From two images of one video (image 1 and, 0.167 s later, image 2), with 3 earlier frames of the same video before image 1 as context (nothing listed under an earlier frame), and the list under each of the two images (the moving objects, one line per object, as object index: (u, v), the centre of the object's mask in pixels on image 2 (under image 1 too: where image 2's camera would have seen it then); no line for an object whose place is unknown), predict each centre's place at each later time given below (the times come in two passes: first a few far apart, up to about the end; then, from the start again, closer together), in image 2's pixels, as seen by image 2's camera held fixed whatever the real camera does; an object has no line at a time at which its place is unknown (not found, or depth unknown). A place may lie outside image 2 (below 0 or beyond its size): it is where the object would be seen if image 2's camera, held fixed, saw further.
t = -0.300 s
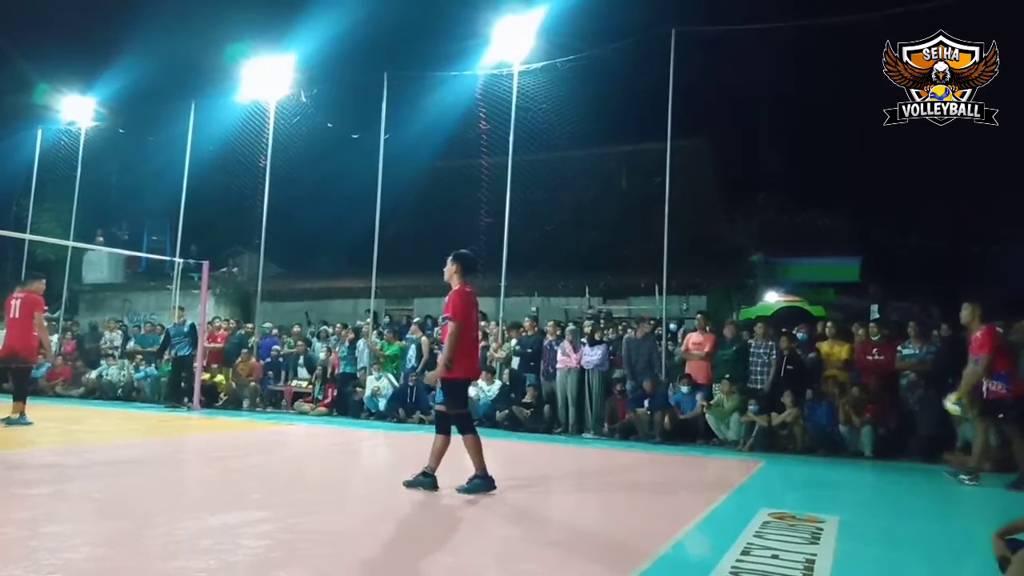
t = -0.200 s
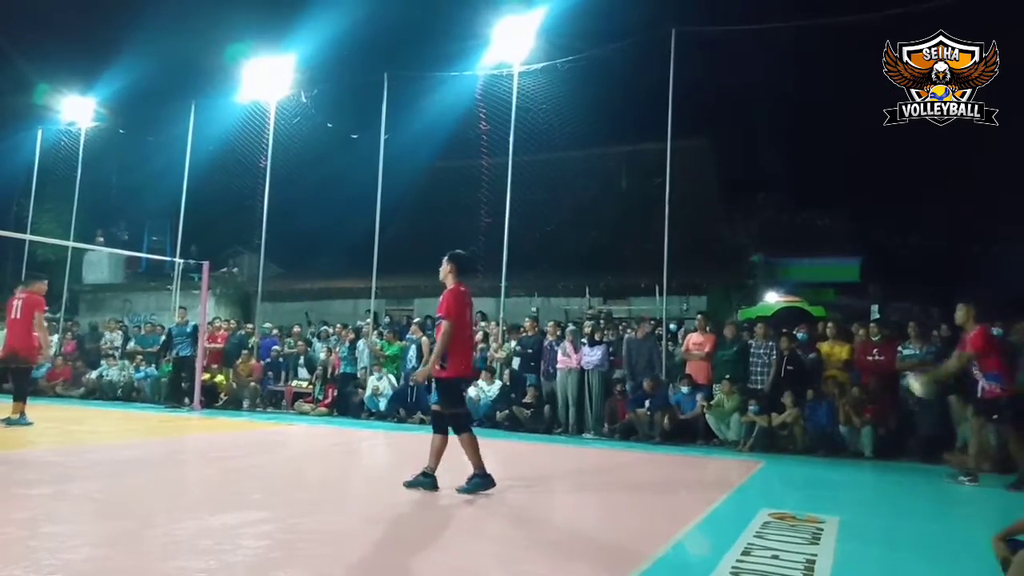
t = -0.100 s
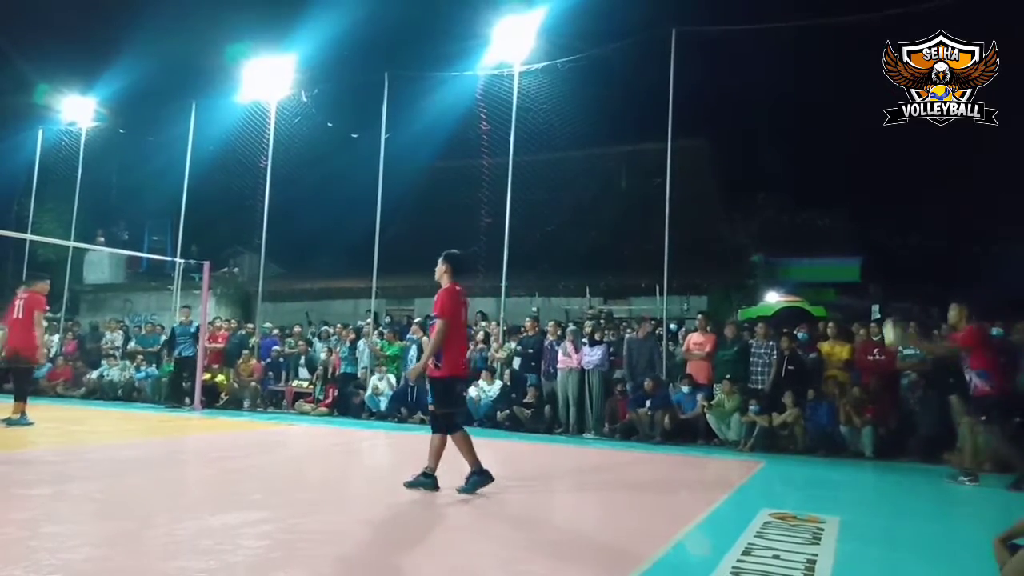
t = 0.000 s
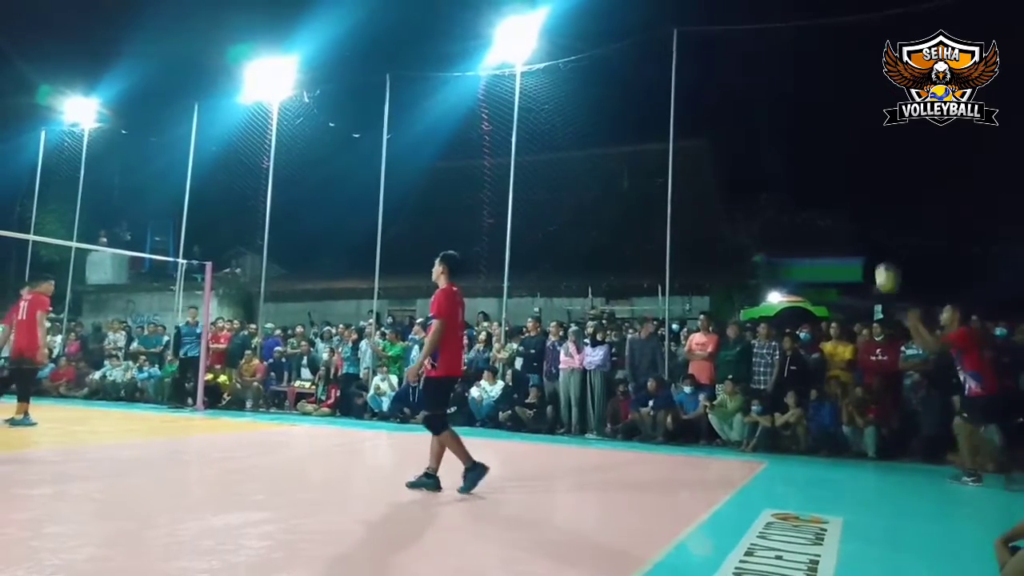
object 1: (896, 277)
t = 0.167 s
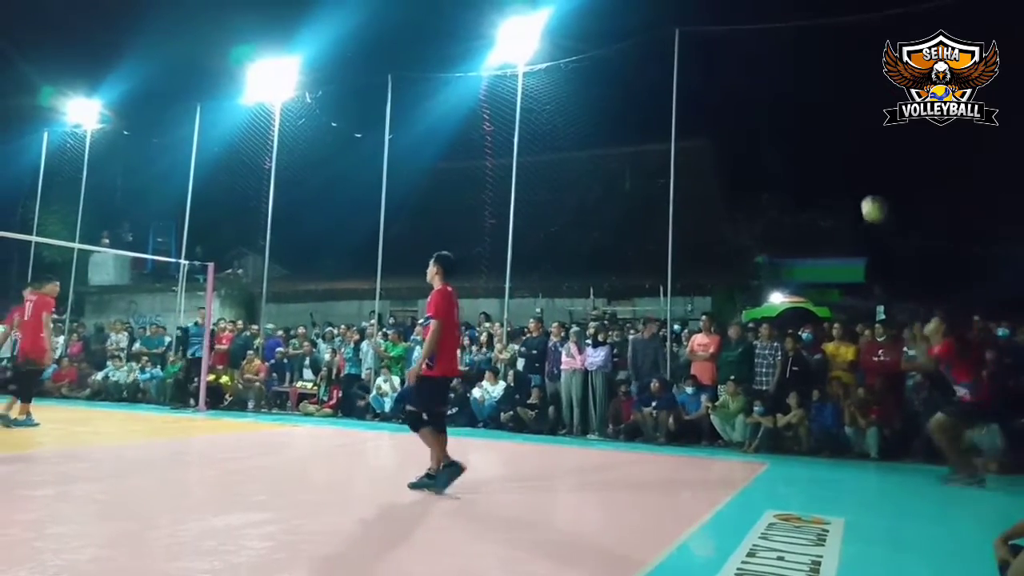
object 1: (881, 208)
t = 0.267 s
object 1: (873, 189)
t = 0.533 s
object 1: (843, 160)
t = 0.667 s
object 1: (831, 171)
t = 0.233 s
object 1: (877, 199)
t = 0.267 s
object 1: (873, 189)
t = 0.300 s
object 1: (870, 182)
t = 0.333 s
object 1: (867, 176)
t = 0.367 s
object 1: (863, 170)
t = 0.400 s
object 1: (860, 166)
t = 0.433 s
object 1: (857, 163)
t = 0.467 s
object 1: (854, 160)
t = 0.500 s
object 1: (846, 160)
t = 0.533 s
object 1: (843, 160)
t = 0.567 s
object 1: (844, 161)
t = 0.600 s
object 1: (837, 163)
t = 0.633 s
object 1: (834, 167)
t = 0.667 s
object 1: (831, 171)
